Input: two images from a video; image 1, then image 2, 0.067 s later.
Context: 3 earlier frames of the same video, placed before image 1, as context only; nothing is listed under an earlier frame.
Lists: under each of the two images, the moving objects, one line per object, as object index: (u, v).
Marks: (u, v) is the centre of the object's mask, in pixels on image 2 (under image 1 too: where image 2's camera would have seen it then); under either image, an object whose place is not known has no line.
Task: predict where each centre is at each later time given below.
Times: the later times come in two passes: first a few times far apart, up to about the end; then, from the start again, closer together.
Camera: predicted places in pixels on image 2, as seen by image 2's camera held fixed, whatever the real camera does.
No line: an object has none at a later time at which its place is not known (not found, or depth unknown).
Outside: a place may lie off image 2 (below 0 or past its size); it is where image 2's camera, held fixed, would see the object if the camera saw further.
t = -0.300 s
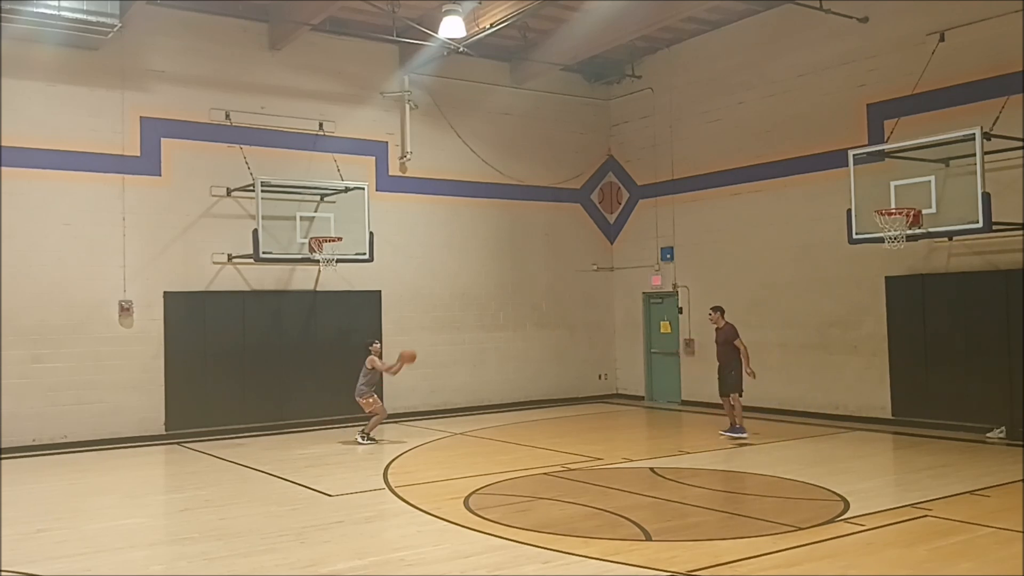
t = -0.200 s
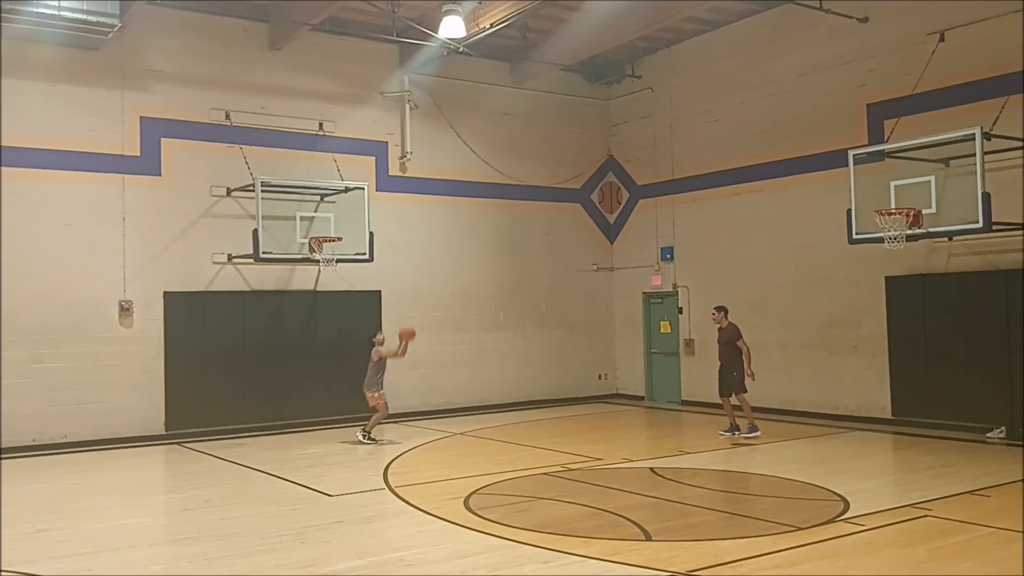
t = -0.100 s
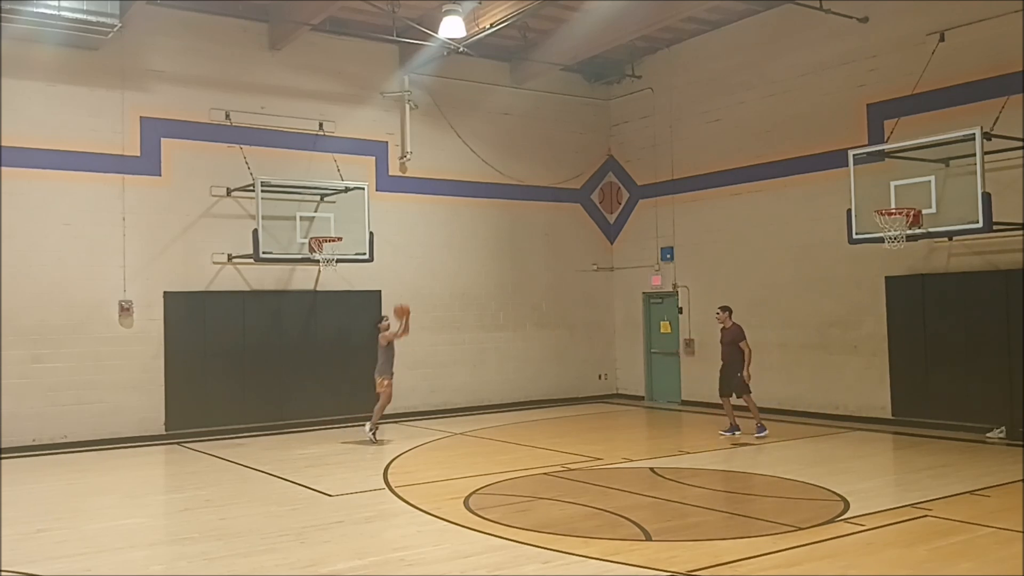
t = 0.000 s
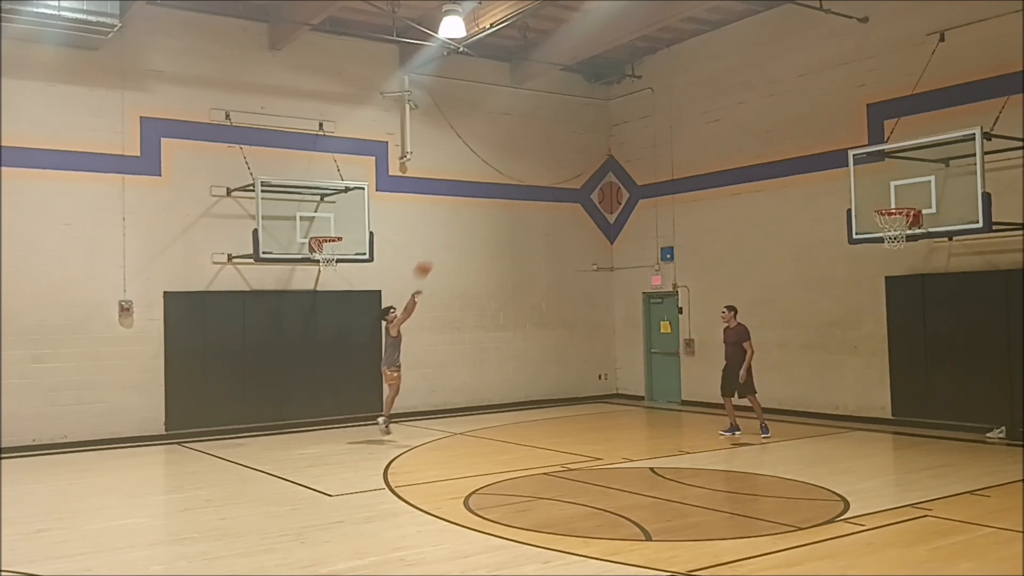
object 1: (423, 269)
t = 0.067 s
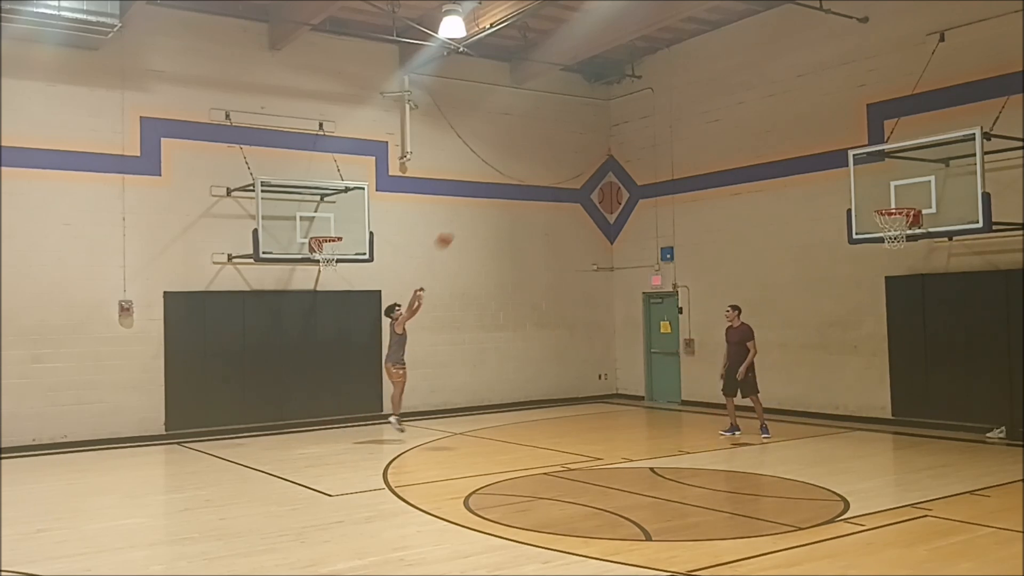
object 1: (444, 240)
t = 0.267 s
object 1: (508, 167)
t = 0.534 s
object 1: (598, 109)
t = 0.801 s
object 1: (695, 97)
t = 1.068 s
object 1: (800, 135)
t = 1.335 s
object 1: (912, 229)
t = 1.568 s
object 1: (936, 249)
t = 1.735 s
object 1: (952, 290)
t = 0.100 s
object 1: (455, 227)
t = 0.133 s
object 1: (465, 213)
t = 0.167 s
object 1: (476, 199)
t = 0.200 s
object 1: (487, 189)
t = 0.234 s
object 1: (498, 177)
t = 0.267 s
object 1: (508, 167)
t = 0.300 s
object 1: (519, 156)
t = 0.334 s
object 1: (528, 146)
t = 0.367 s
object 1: (539, 138)
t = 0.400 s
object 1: (549, 129)
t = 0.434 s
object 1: (561, 123)
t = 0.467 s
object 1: (572, 118)
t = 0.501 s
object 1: (587, 113)
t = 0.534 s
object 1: (598, 109)
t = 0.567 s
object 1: (610, 103)
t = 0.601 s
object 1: (621, 101)
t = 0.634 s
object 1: (632, 96)
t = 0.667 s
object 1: (645, 96)
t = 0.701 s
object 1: (659, 96)
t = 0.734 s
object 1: (667, 95)
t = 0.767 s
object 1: (682, 96)
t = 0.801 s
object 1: (695, 97)
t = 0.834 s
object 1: (708, 98)
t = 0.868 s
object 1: (721, 102)
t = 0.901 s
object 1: (733, 105)
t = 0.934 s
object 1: (746, 110)
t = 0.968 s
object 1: (759, 115)
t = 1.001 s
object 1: (774, 122)
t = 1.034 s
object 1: (786, 127)
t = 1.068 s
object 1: (800, 135)
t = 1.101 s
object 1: (814, 144)
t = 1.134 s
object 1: (828, 155)
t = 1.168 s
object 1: (840, 163)
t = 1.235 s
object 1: (871, 189)
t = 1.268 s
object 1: (884, 201)
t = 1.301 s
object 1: (895, 216)
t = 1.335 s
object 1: (912, 229)
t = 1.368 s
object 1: (917, 229)
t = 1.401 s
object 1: (920, 231)
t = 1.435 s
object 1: (924, 232)
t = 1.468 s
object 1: (926, 235)
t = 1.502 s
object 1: (929, 238)
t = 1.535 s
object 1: (932, 243)
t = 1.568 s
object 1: (936, 249)
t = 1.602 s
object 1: (939, 254)
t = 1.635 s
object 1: (942, 262)
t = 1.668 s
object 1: (946, 272)
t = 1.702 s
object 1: (949, 280)
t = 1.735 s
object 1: (952, 290)
